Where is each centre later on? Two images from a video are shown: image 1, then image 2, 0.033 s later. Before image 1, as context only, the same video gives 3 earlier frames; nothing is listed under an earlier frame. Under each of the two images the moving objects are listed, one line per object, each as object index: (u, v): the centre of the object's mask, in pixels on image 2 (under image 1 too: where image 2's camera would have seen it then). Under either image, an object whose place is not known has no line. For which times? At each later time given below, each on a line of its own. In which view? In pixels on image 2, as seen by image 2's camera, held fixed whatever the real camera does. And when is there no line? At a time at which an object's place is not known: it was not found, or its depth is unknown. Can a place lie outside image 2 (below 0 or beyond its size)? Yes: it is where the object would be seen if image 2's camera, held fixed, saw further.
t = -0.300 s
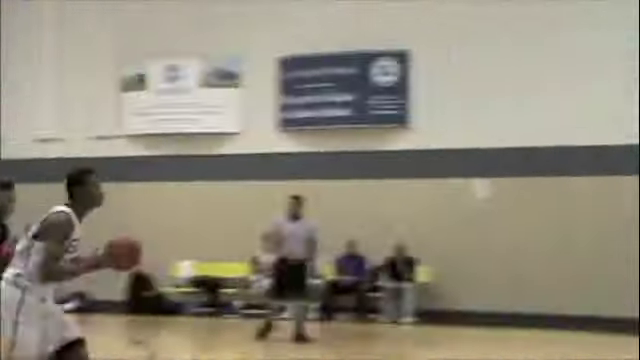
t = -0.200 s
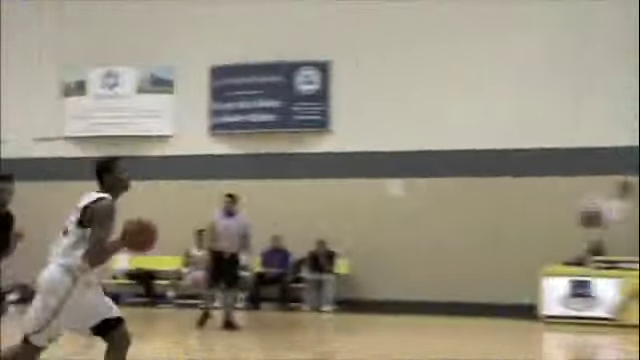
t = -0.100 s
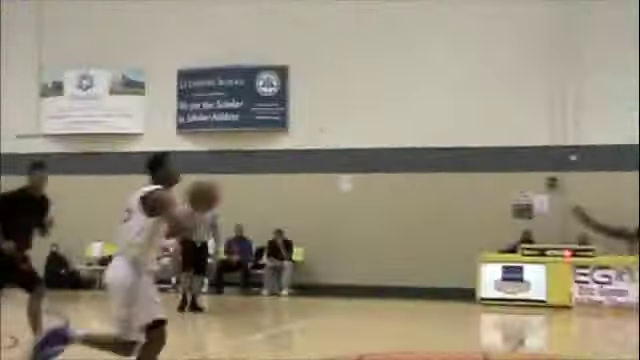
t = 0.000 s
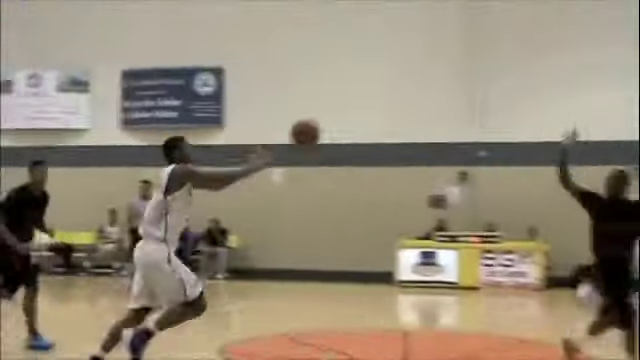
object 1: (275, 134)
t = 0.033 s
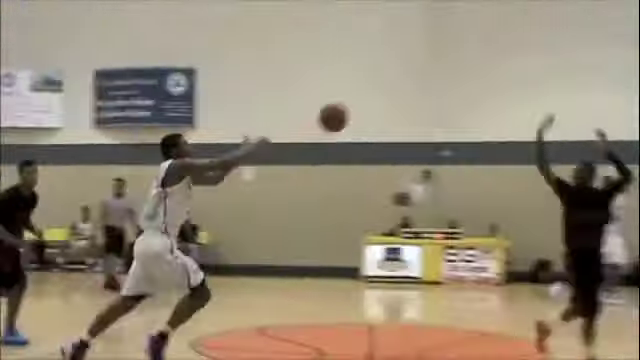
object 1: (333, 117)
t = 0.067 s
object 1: (392, 100)
